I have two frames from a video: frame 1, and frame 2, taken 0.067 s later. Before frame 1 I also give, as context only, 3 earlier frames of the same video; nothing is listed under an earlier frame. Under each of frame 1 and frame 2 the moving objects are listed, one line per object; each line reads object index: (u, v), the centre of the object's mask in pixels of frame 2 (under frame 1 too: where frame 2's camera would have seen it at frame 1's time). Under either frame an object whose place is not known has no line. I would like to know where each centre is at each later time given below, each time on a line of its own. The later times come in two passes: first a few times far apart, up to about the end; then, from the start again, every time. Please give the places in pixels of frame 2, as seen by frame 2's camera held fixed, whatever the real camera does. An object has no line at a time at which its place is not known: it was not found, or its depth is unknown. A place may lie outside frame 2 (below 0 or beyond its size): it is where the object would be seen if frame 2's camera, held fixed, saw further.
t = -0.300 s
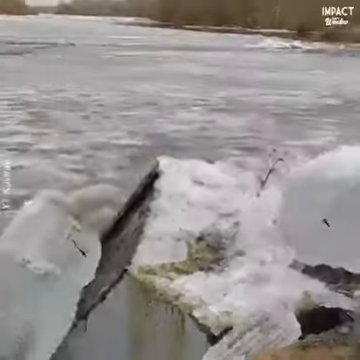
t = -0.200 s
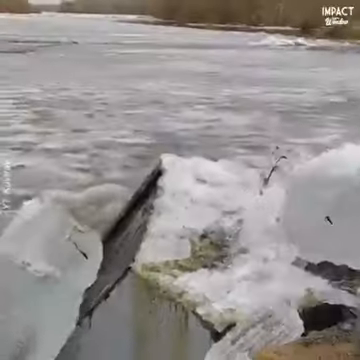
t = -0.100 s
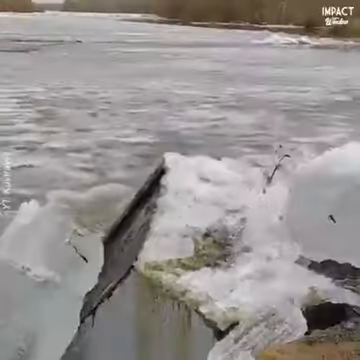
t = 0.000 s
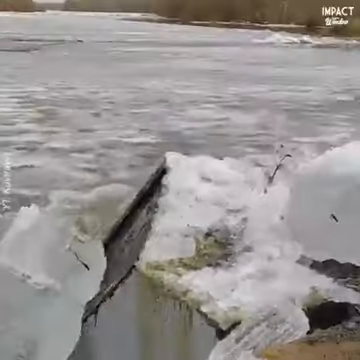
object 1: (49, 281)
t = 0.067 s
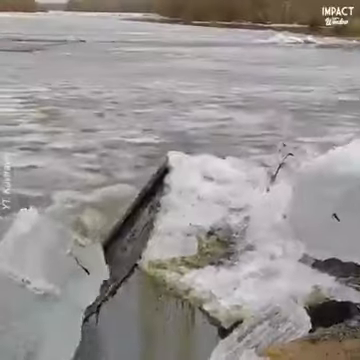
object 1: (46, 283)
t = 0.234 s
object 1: (44, 295)
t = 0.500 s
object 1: (41, 311)
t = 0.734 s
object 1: (36, 332)
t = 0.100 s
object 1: (45, 289)
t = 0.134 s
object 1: (46, 291)
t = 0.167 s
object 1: (45, 293)
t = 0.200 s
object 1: (44, 294)
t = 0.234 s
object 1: (44, 295)
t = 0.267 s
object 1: (43, 297)
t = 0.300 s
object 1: (43, 298)
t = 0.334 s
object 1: (43, 300)
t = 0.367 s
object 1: (42, 302)
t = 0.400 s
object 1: (43, 304)
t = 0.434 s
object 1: (42, 307)
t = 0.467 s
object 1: (42, 309)
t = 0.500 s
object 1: (41, 311)
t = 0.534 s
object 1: (41, 313)
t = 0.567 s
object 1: (40, 316)
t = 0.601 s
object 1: (40, 319)
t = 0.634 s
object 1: (40, 322)
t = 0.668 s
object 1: (40, 326)
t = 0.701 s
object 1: (39, 329)
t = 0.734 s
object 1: (36, 332)
